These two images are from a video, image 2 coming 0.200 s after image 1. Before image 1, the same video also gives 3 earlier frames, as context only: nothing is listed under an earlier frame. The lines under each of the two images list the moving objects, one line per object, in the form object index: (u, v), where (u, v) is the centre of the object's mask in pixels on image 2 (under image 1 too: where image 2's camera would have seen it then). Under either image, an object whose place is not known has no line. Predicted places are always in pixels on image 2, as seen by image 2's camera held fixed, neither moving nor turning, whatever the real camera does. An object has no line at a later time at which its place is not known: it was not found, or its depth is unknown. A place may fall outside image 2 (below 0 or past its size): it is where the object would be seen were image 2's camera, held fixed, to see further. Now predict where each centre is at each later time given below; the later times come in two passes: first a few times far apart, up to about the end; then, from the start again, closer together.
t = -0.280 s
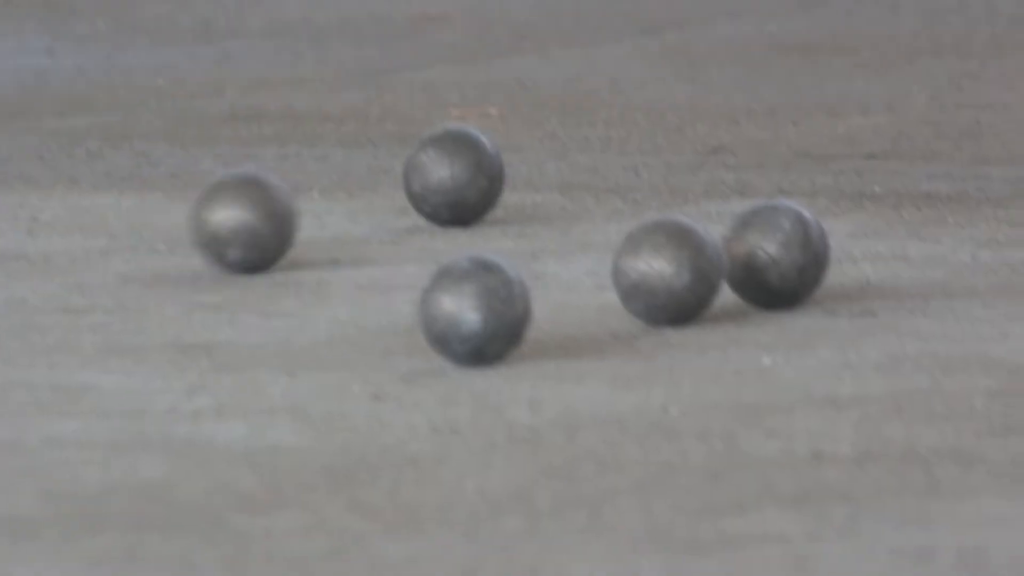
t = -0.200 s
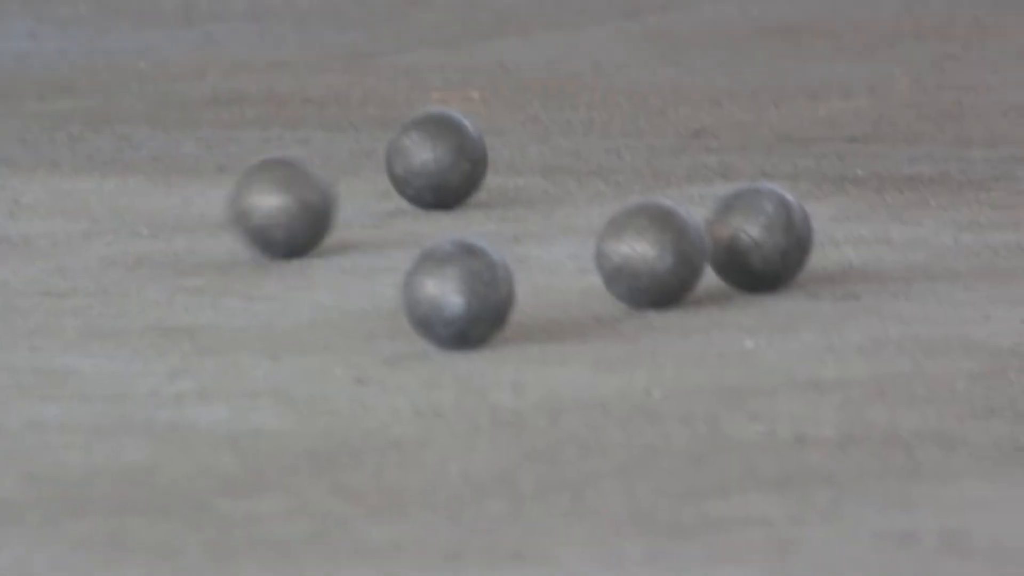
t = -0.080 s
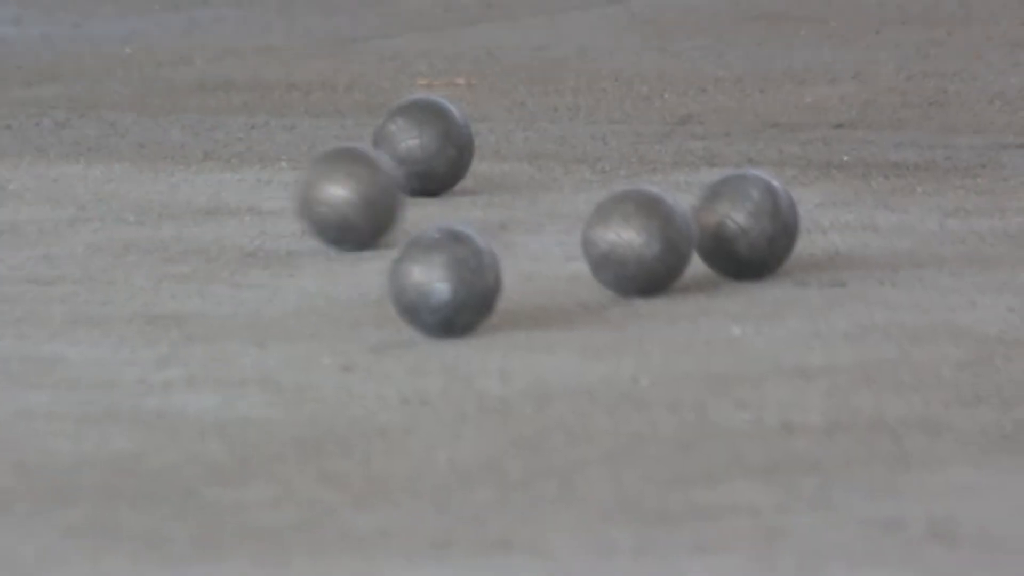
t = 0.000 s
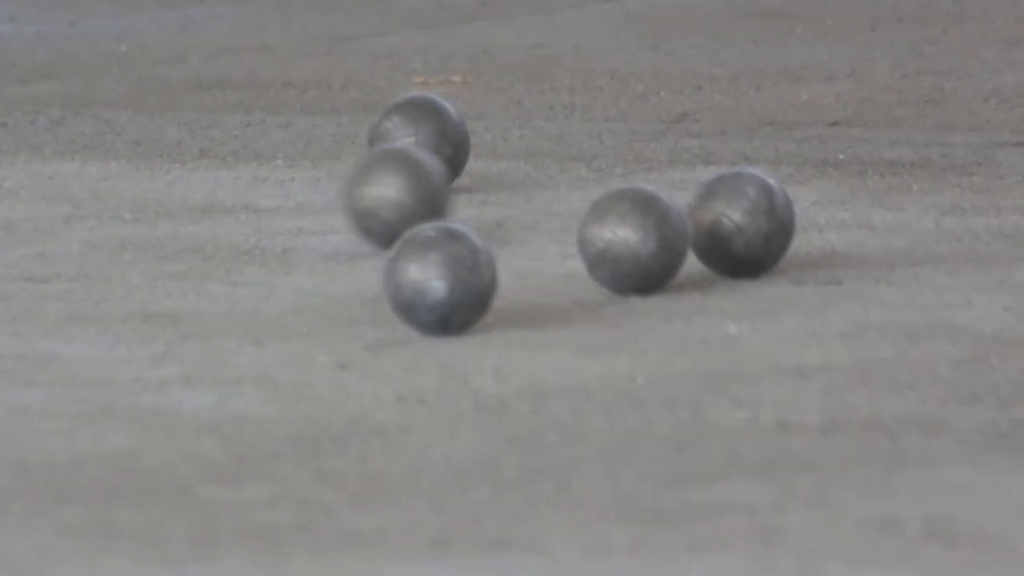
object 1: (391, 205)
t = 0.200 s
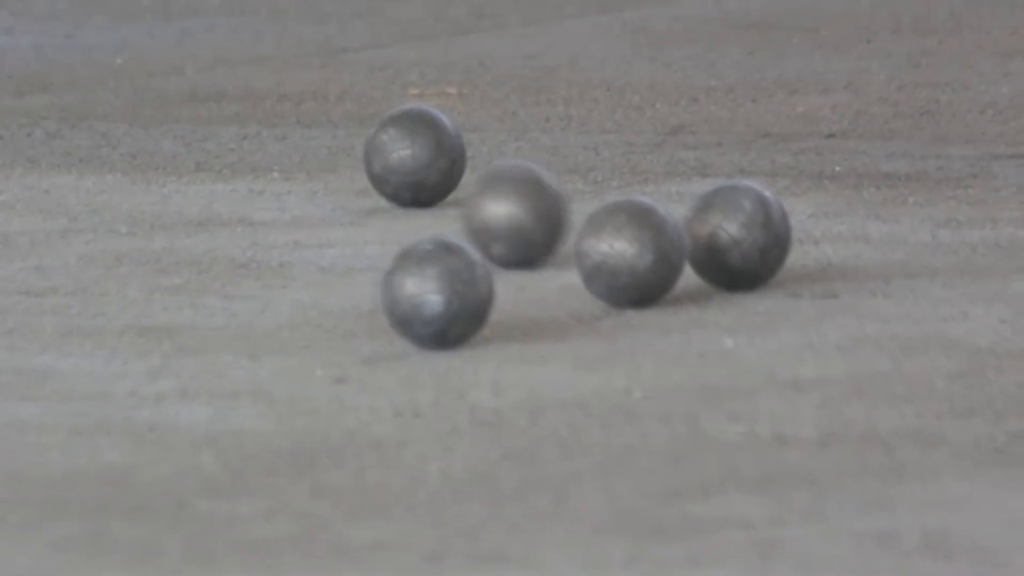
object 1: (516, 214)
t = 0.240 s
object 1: (535, 215)
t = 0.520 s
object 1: (674, 199)
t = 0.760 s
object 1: (793, 212)
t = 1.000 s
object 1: (837, 226)
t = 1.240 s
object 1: (882, 230)
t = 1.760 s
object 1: (941, 234)
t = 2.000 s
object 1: (938, 234)
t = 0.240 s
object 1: (535, 215)
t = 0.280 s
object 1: (551, 212)
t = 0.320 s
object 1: (567, 208)
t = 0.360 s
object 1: (586, 199)
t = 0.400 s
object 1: (614, 190)
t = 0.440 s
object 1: (645, 188)
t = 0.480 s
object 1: (662, 188)
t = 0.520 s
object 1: (674, 199)
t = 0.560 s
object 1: (683, 189)
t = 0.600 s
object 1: (691, 189)
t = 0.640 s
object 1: (707, 187)
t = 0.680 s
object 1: (731, 180)
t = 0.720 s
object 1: (780, 203)
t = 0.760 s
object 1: (793, 212)
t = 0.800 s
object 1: (802, 217)
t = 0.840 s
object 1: (809, 221)
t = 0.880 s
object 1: (816, 222)
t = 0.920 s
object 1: (822, 223)
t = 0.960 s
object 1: (829, 225)
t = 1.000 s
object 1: (837, 226)
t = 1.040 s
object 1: (843, 227)
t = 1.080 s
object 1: (852, 227)
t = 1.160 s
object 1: (868, 228)
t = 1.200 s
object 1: (876, 230)
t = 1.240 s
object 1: (882, 230)
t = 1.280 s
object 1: (889, 231)
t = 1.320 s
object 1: (896, 232)
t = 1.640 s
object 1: (934, 233)
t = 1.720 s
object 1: (941, 234)
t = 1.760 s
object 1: (941, 234)
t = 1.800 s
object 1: (940, 234)
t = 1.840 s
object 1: (939, 234)
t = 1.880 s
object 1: (938, 234)
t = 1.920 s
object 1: (938, 234)
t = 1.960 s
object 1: (938, 234)
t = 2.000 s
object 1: (938, 234)
